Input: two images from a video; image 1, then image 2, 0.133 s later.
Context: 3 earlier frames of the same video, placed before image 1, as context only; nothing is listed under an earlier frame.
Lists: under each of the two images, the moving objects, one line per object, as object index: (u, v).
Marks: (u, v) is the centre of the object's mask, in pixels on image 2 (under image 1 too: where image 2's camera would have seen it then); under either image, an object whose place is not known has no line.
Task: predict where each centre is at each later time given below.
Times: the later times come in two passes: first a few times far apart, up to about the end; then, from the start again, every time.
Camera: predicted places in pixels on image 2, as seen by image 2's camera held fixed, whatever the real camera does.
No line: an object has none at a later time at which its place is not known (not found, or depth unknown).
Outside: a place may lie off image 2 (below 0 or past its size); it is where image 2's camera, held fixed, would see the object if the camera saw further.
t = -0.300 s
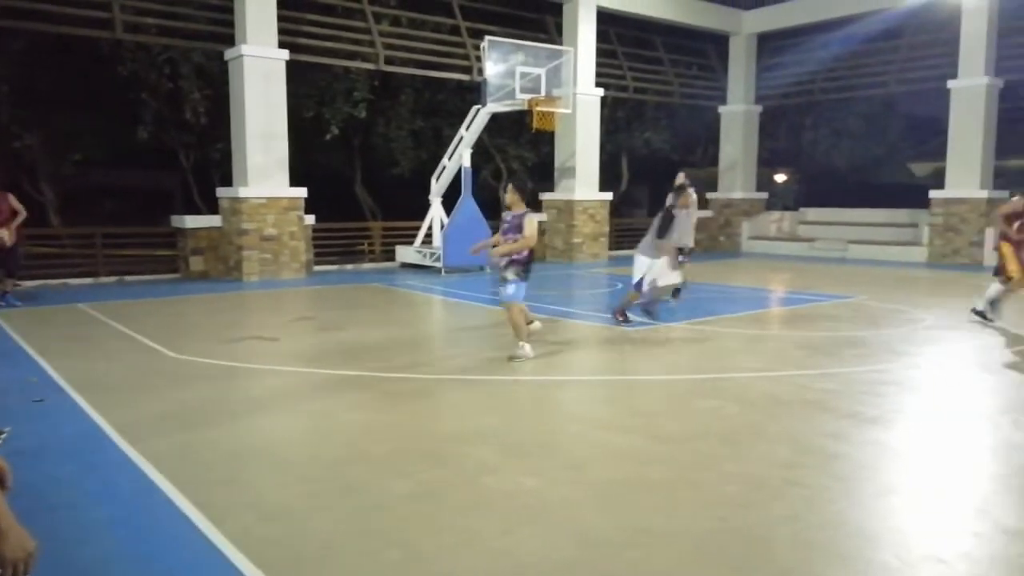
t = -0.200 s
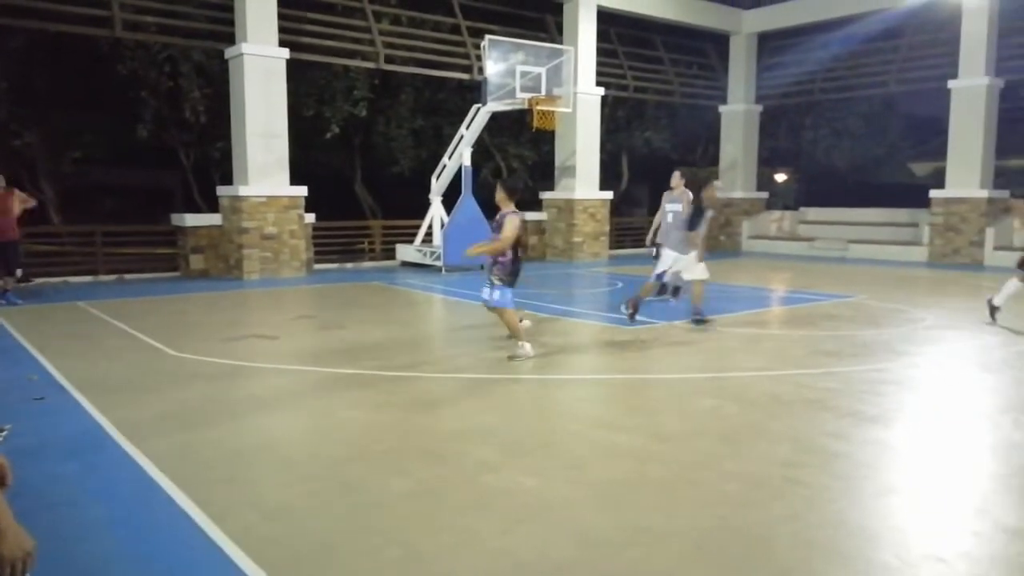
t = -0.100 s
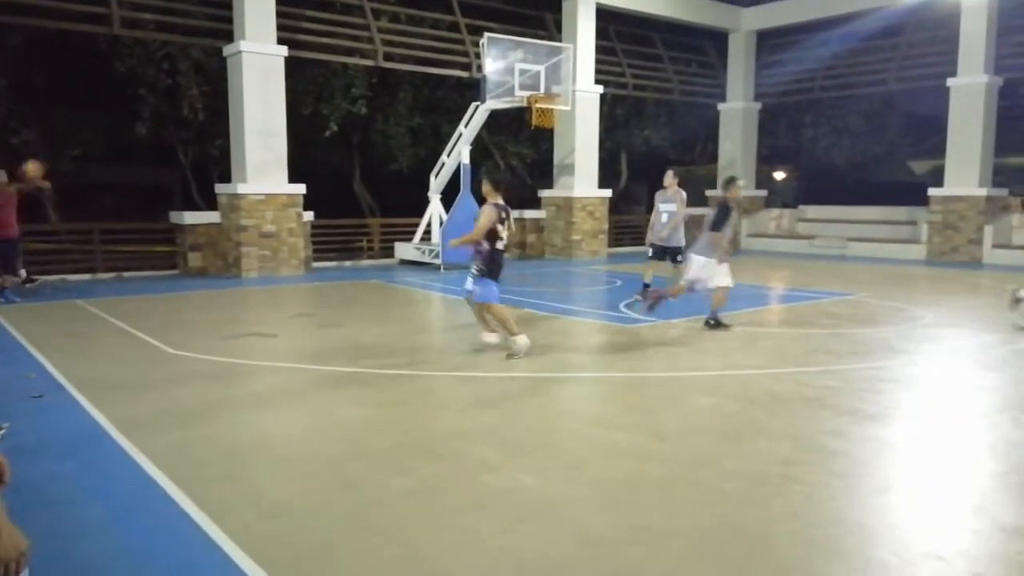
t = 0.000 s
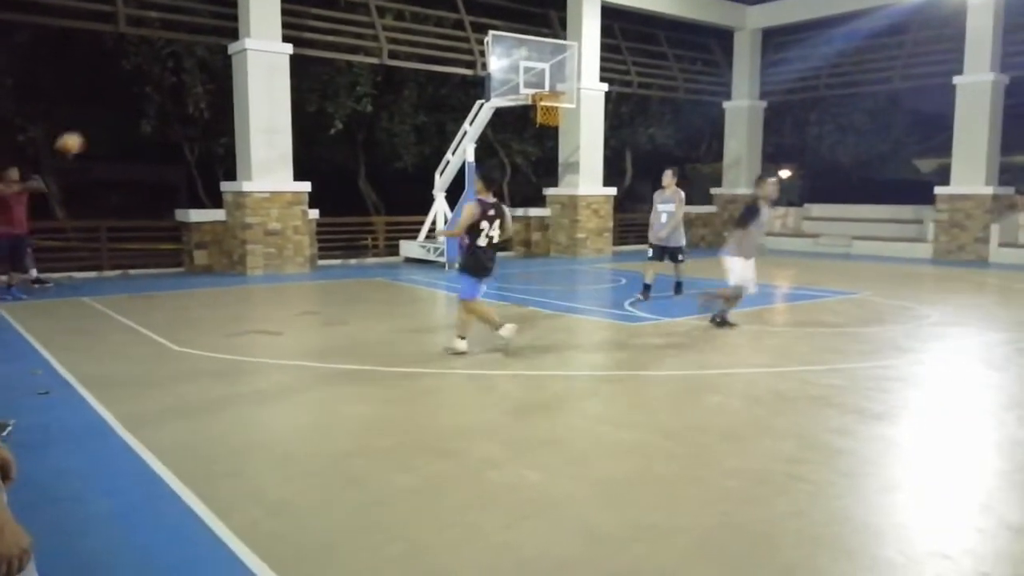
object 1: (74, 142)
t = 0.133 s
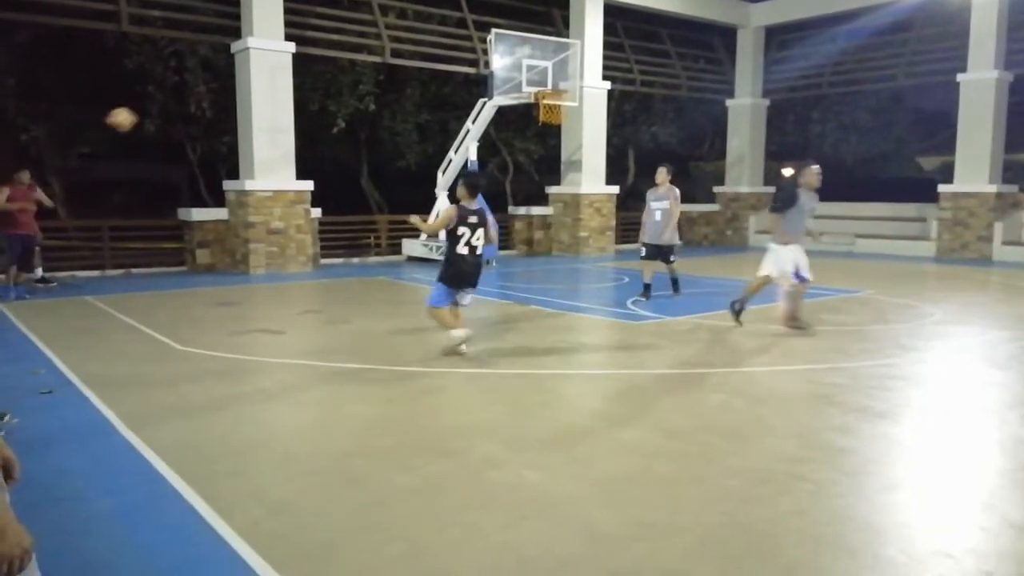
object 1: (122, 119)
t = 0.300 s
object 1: (196, 111)
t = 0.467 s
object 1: (285, 135)
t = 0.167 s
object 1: (134, 116)
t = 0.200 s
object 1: (149, 114)
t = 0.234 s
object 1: (164, 112)
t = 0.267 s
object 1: (179, 111)
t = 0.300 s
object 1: (196, 111)
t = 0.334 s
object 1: (211, 113)
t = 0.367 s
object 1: (226, 116)
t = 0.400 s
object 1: (244, 121)
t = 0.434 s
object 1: (266, 127)
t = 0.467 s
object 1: (285, 135)
